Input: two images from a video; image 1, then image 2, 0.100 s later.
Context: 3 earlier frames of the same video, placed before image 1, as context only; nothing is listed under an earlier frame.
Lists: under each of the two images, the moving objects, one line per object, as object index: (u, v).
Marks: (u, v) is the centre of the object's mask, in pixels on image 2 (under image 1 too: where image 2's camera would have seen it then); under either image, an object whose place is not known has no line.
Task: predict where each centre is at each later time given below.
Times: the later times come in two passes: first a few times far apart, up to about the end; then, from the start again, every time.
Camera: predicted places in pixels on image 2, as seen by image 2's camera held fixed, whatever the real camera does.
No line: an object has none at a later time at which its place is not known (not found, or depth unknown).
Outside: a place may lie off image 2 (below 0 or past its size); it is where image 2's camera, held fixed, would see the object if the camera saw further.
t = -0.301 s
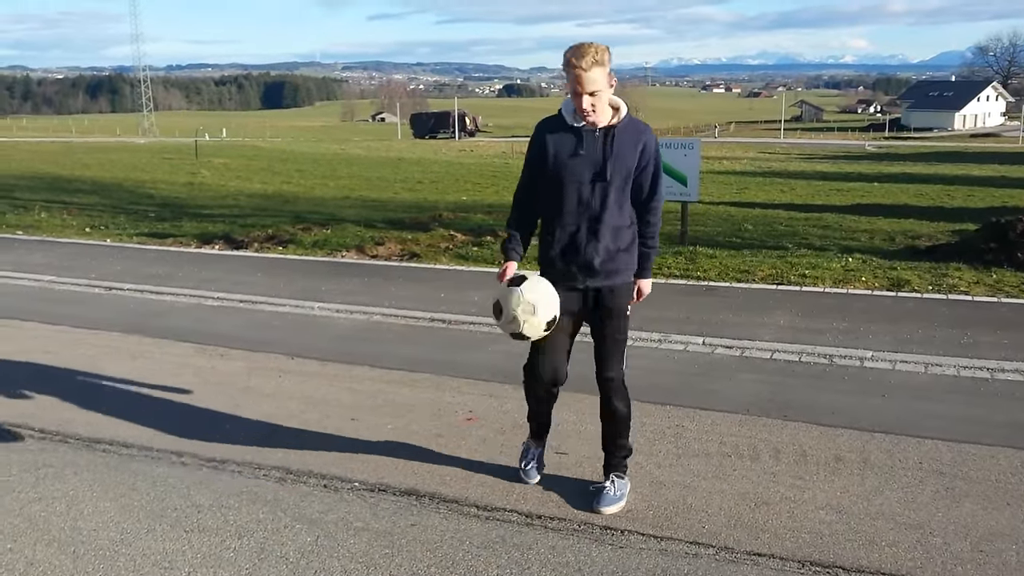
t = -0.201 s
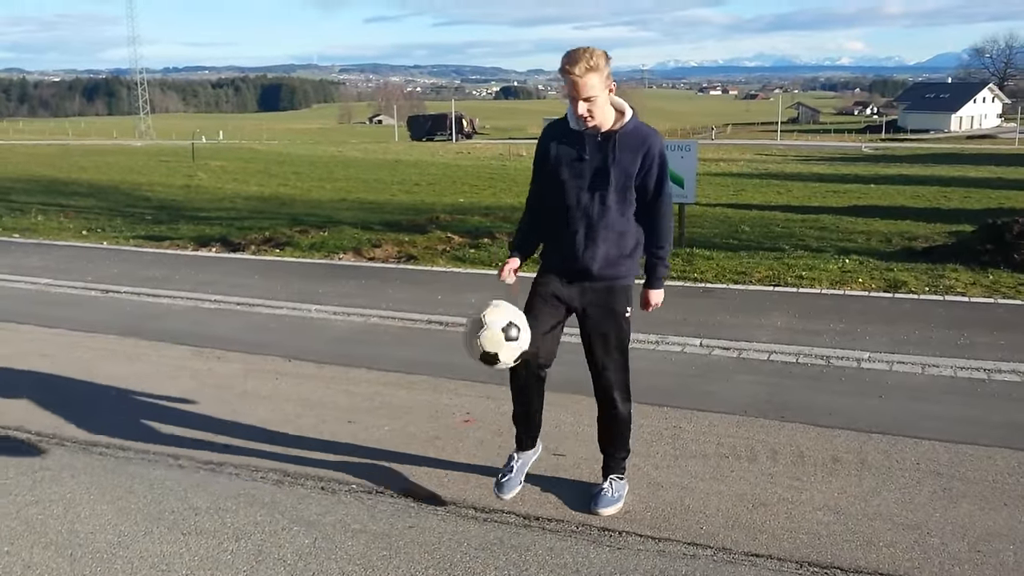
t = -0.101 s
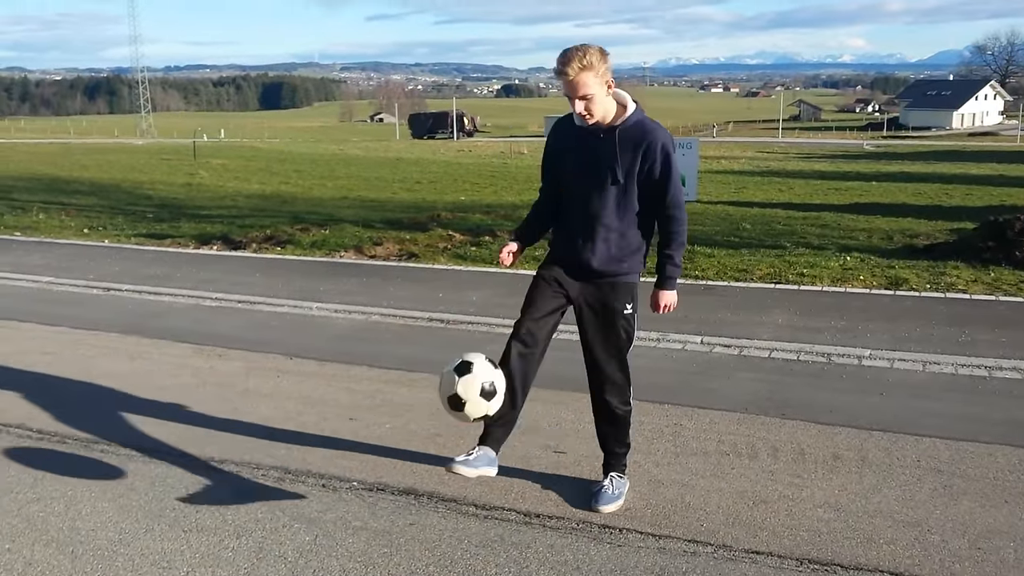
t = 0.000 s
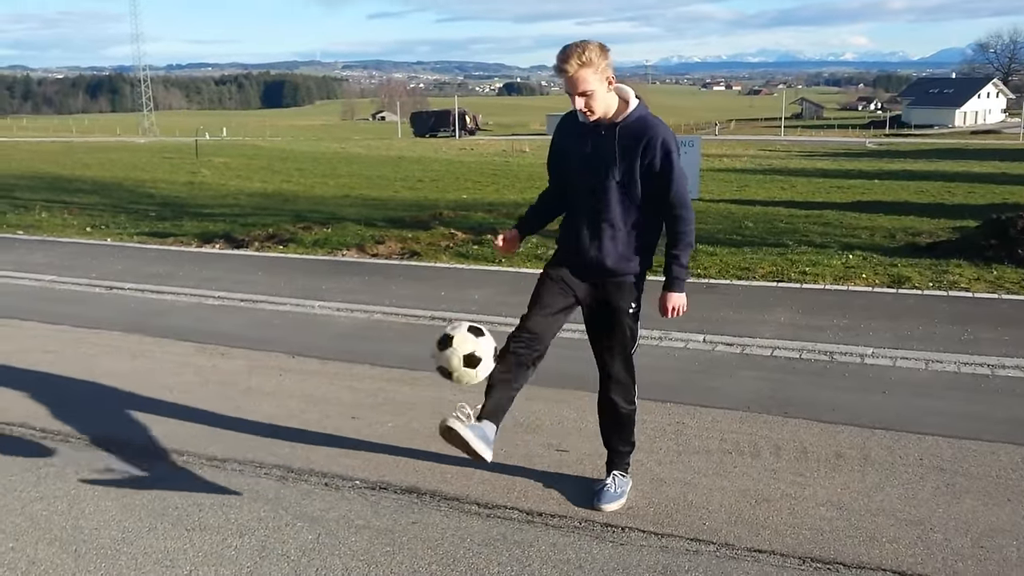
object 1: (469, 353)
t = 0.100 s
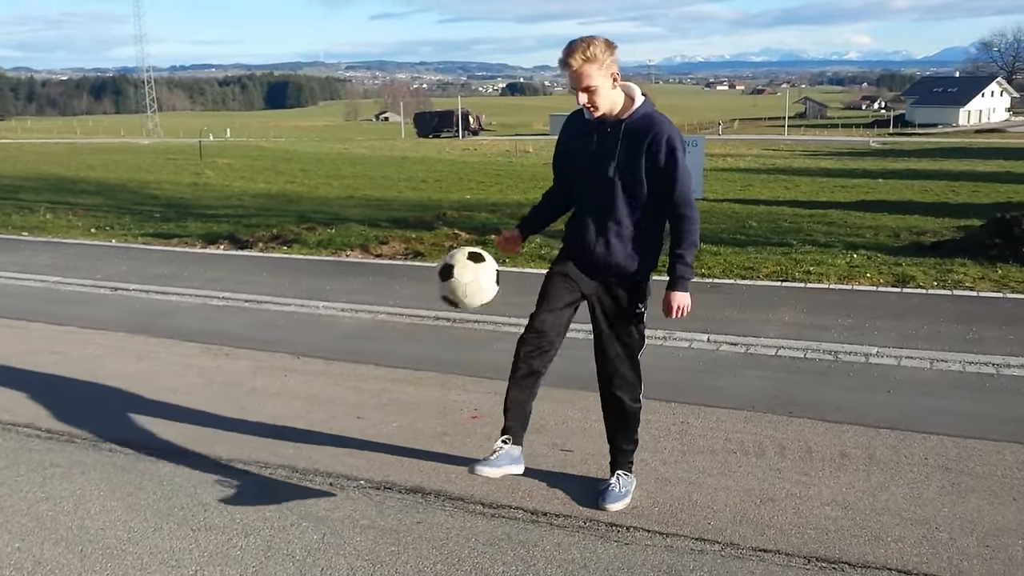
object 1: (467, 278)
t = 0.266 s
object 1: (466, 213)
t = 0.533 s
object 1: (471, 263)
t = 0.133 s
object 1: (467, 259)
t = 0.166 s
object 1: (466, 243)
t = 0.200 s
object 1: (466, 230)
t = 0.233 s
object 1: (466, 220)
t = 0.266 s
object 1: (466, 213)
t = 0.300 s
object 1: (468, 209)
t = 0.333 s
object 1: (467, 209)
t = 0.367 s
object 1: (467, 211)
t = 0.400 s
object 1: (468, 215)
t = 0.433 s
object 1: (469, 223)
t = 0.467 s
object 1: (470, 232)
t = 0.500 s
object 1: (471, 245)
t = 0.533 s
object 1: (471, 263)
